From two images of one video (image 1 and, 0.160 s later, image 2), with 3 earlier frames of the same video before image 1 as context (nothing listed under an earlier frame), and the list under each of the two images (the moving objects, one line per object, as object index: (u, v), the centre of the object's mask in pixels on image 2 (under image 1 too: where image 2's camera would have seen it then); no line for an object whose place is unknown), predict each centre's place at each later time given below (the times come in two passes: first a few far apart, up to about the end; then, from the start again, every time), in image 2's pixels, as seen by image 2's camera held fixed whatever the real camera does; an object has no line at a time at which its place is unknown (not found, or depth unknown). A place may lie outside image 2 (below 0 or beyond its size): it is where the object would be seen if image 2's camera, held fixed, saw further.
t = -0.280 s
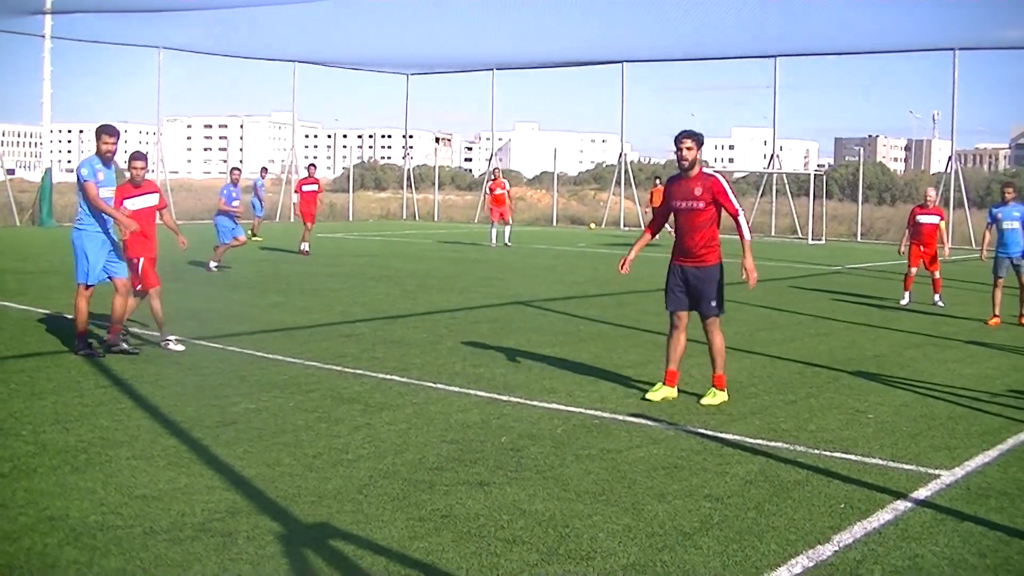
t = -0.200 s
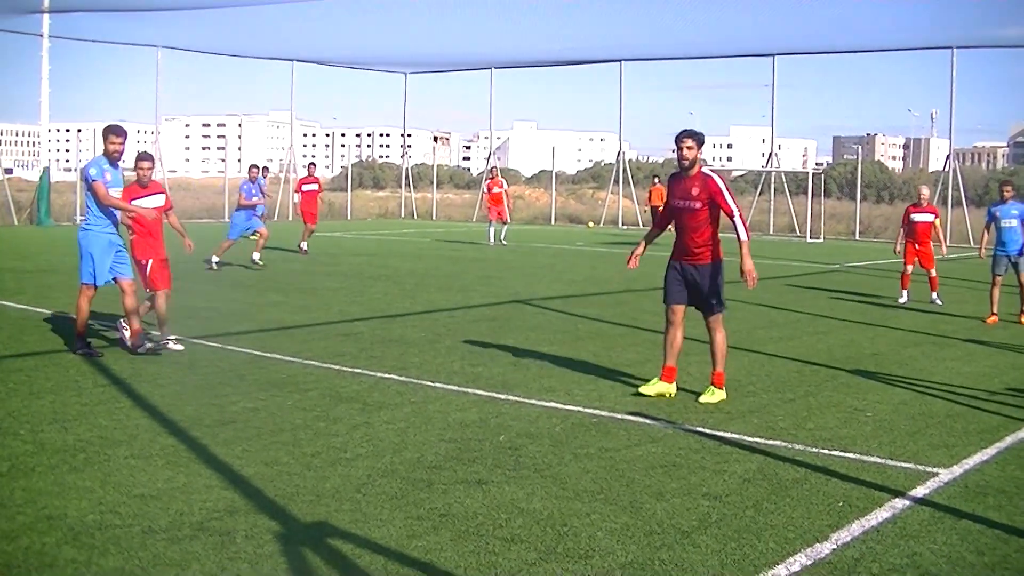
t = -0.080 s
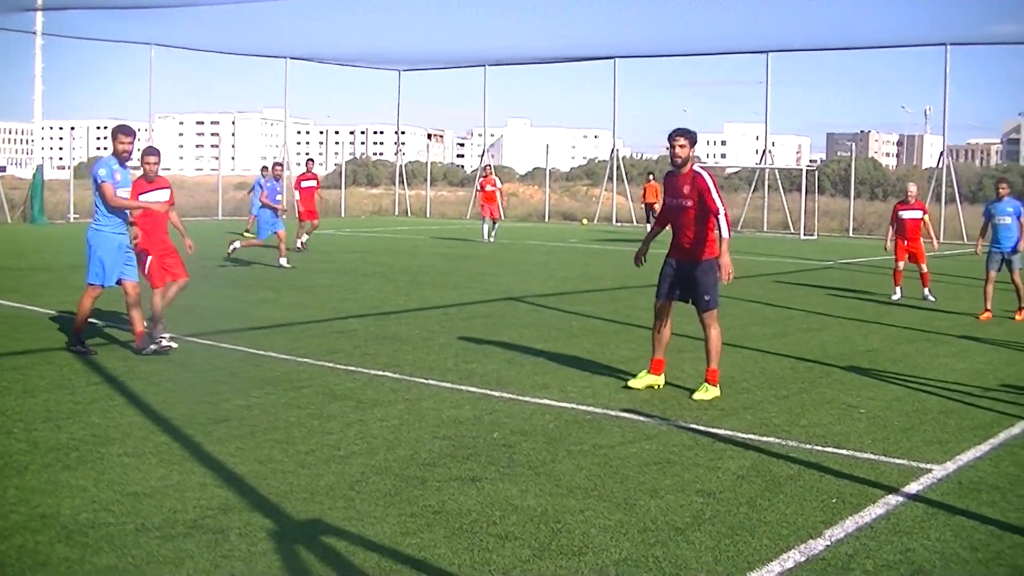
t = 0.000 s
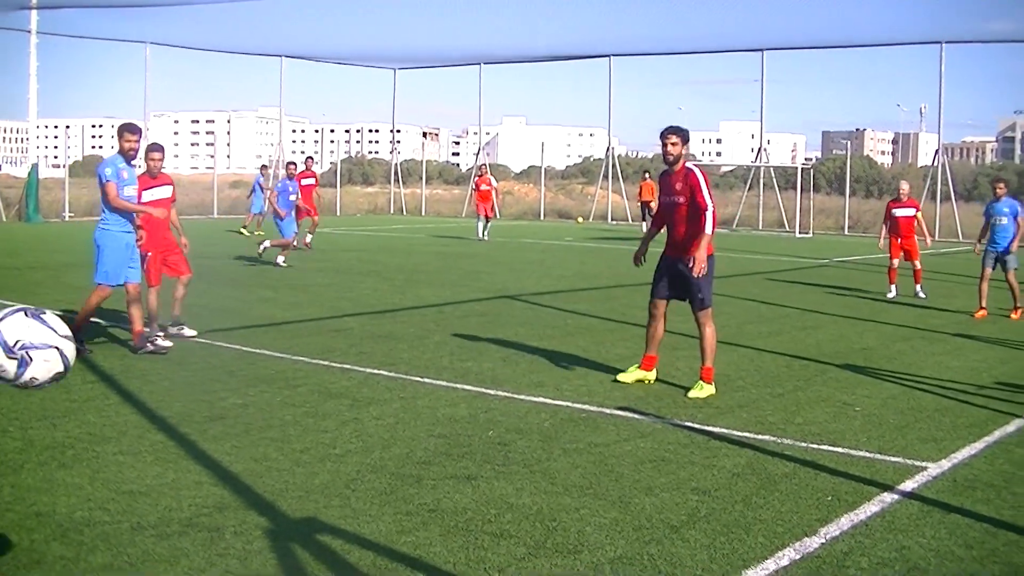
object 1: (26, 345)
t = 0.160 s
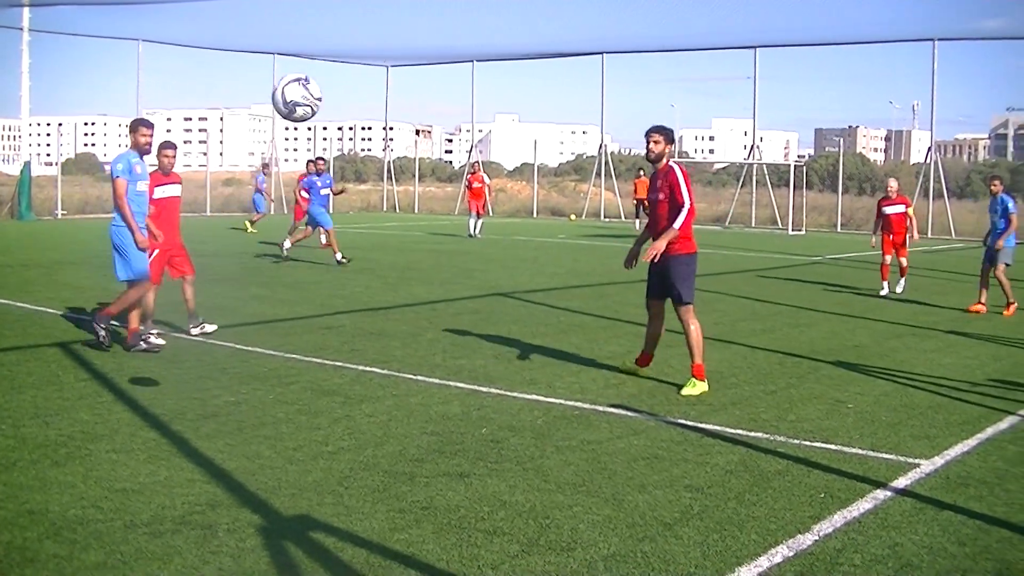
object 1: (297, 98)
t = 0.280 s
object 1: (371, 49)
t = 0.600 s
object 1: (437, 59)
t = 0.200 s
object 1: (327, 75)
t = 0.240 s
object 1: (352, 59)
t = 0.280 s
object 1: (371, 49)
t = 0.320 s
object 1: (386, 43)
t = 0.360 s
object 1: (398, 40)
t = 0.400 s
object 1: (409, 39)
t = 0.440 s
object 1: (418, 40)
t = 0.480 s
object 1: (424, 43)
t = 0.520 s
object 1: (429, 47)
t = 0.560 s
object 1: (434, 52)
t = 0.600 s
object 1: (437, 59)
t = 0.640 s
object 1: (440, 66)
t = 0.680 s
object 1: (442, 74)
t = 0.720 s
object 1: (443, 84)
